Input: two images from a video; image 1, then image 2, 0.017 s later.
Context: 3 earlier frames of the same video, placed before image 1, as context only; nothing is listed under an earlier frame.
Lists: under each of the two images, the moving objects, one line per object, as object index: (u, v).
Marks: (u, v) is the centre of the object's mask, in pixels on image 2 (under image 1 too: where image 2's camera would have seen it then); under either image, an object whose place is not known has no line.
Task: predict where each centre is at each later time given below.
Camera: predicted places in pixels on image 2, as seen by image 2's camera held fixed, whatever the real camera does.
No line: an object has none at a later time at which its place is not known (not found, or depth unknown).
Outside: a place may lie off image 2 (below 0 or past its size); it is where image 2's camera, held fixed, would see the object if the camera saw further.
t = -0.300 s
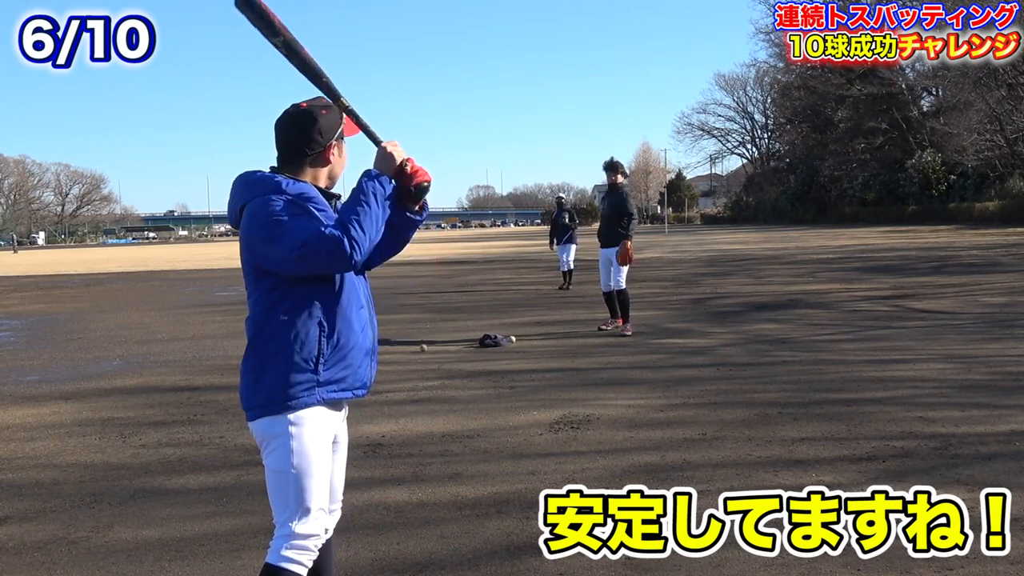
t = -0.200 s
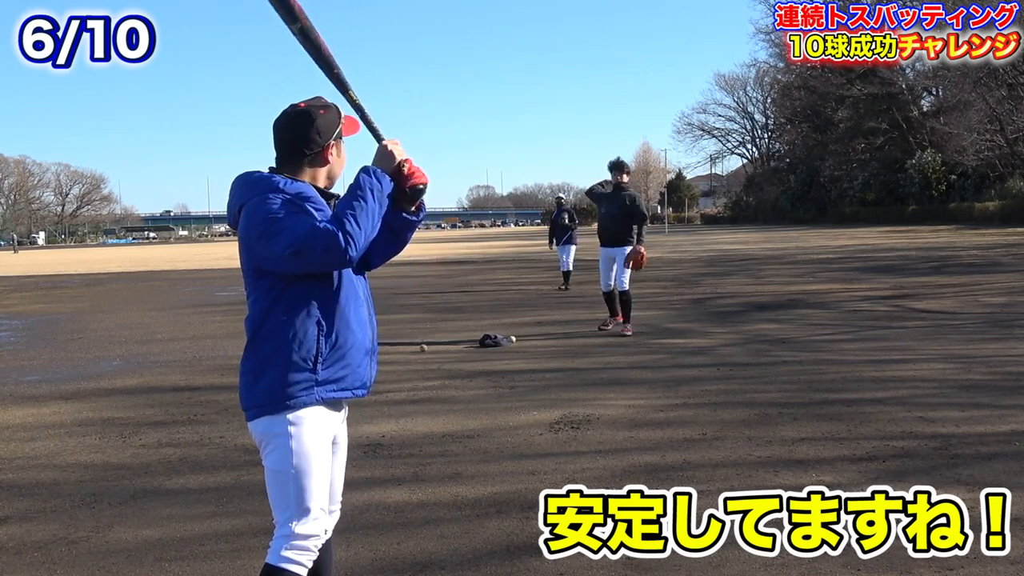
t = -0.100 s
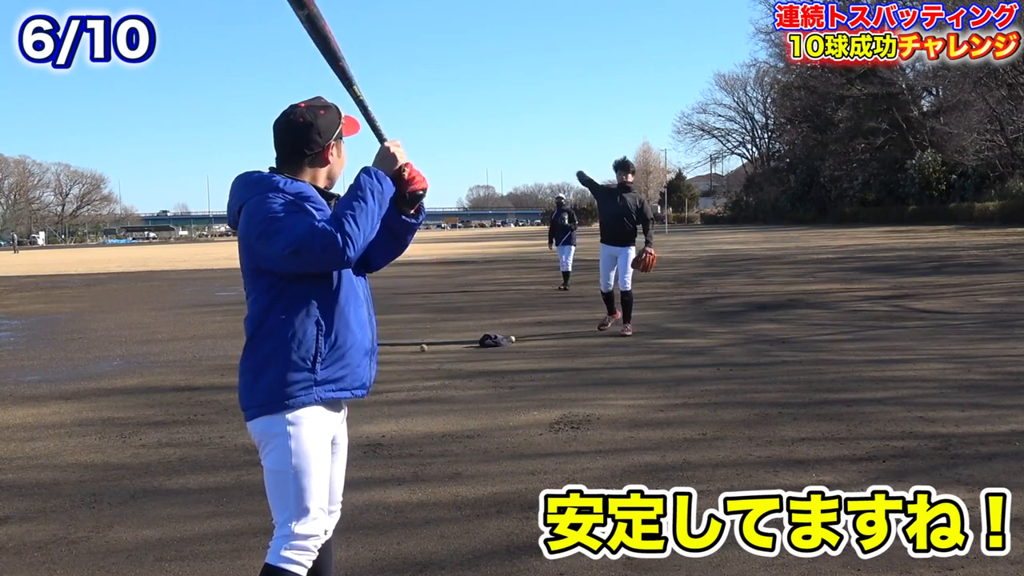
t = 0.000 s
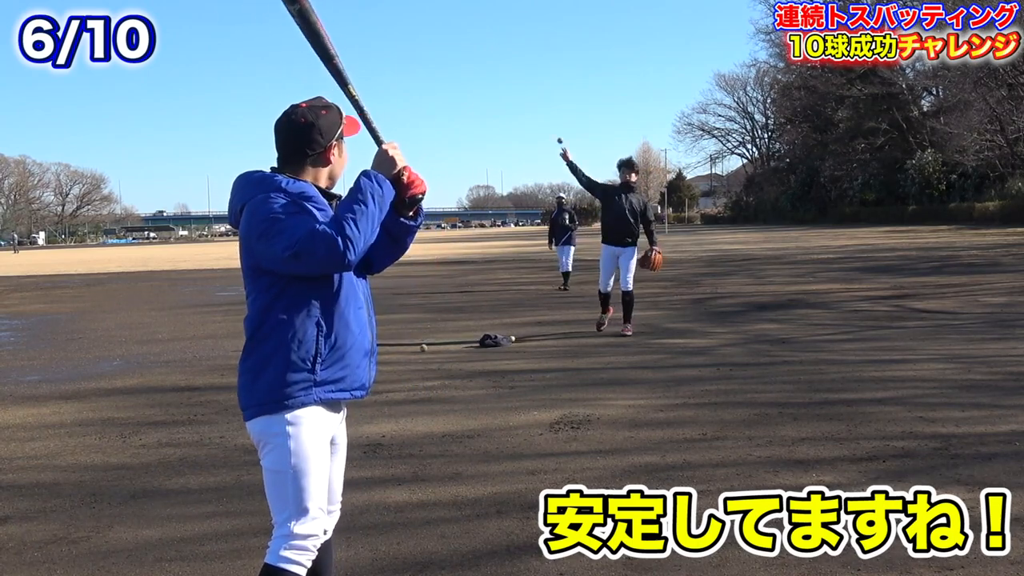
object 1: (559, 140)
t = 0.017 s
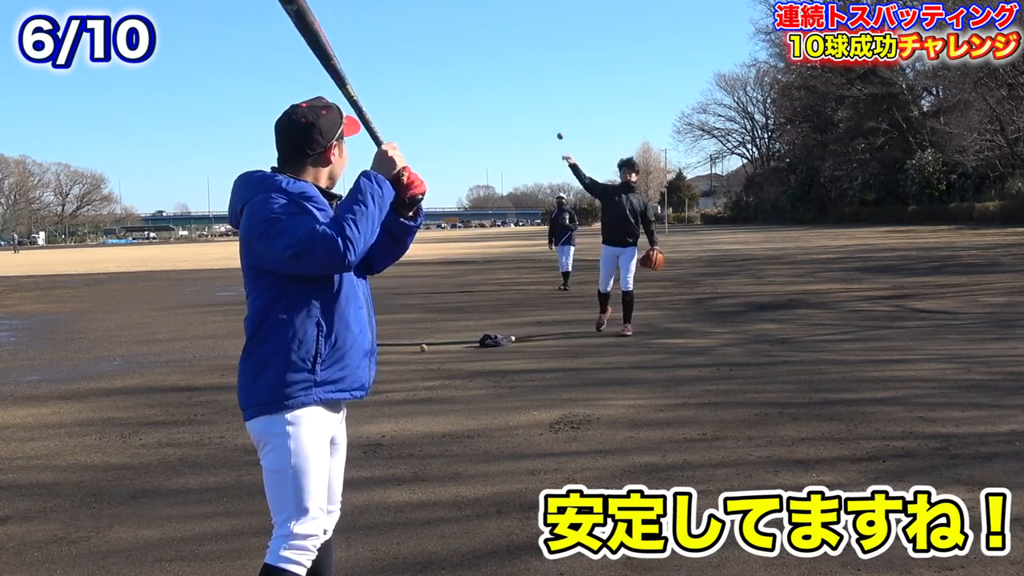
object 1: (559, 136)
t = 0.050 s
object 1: (560, 127)
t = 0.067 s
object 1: (559, 123)
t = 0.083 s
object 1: (560, 119)
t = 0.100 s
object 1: (560, 115)
